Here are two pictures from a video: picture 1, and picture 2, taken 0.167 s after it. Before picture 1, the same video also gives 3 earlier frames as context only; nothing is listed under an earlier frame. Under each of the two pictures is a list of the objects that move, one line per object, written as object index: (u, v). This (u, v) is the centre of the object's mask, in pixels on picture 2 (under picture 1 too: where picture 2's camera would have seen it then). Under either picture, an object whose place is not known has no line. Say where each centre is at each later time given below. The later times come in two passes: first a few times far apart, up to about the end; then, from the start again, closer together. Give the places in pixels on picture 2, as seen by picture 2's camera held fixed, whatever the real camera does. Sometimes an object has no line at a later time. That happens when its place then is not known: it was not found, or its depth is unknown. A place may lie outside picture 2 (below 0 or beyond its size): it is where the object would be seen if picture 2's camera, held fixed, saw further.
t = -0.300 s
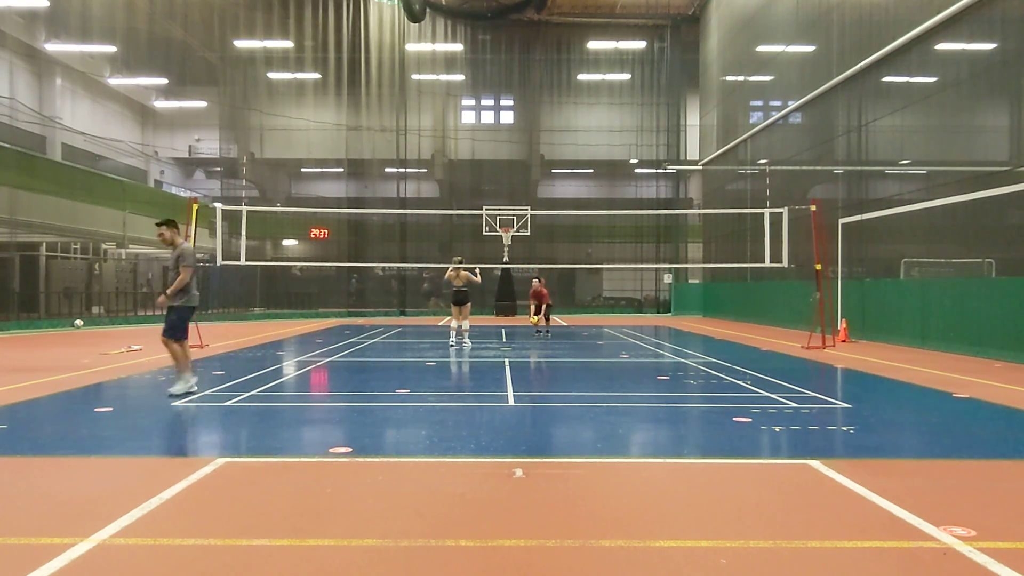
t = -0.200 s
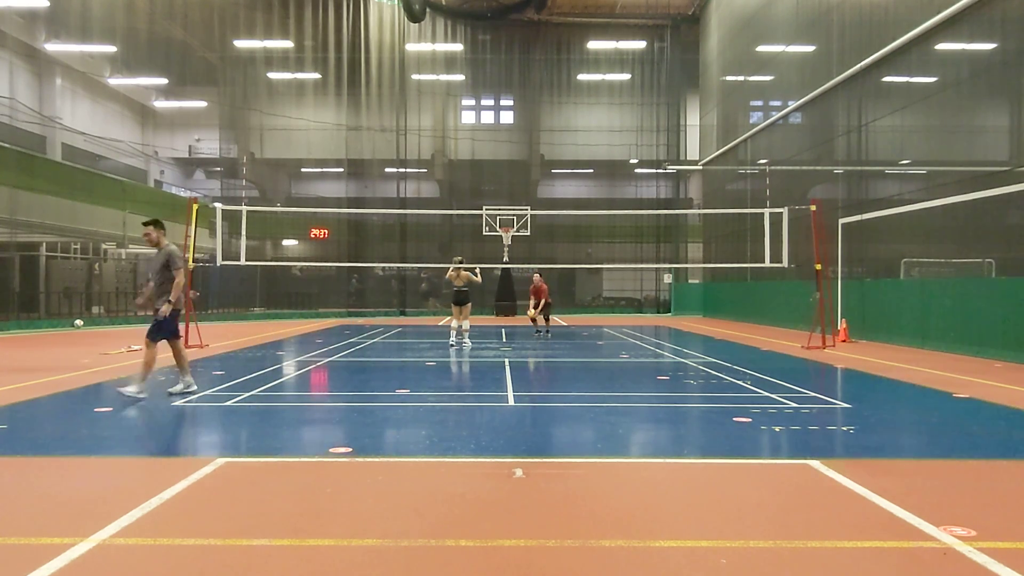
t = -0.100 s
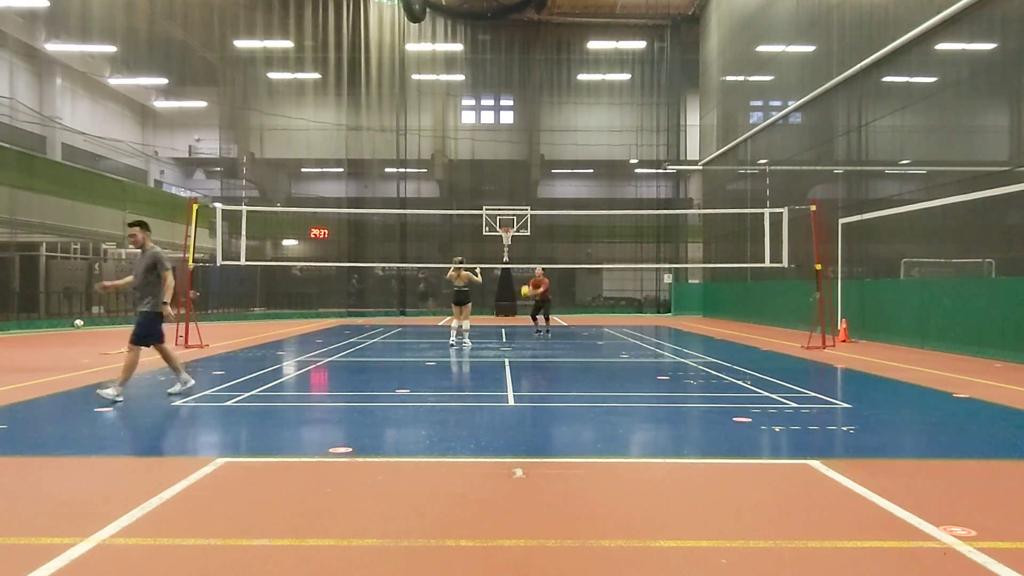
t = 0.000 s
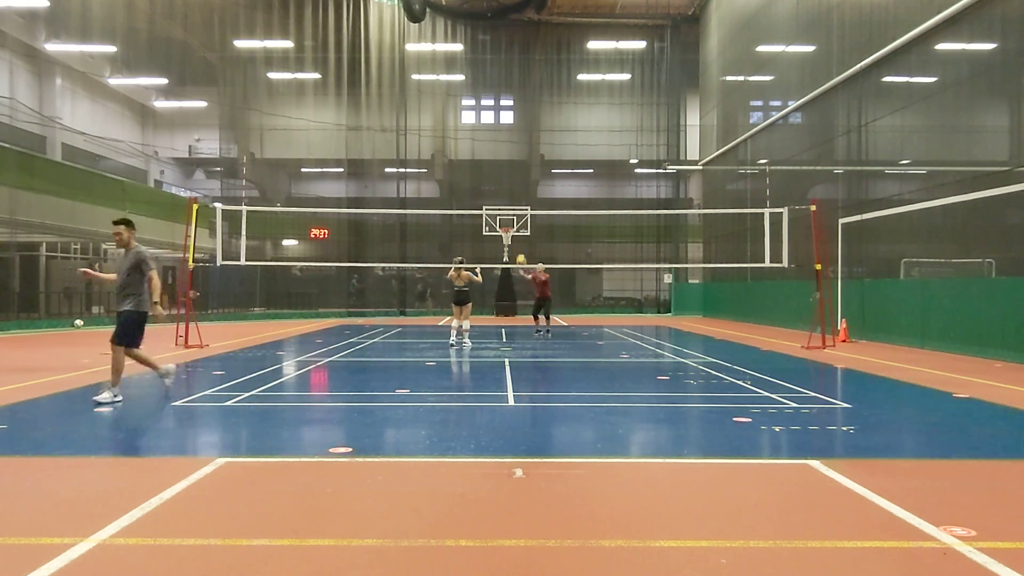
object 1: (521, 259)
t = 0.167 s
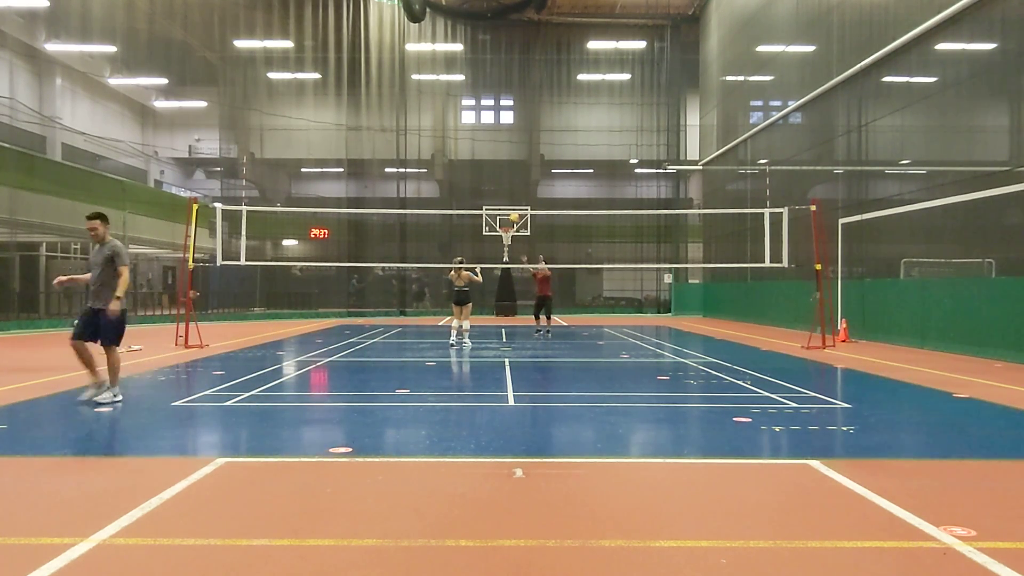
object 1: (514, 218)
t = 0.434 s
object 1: (504, 177)
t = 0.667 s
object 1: (495, 169)
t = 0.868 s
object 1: (487, 184)
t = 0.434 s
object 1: (504, 177)
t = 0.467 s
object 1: (503, 175)
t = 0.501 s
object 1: (502, 172)
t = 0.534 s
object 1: (500, 171)
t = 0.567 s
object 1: (499, 170)
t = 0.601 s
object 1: (498, 169)
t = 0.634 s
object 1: (496, 169)
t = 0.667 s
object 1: (495, 169)
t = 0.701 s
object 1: (493, 170)
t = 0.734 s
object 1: (492, 172)
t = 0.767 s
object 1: (491, 174)
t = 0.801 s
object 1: (489, 177)
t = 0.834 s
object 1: (488, 180)
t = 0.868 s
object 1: (487, 184)
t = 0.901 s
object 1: (485, 189)
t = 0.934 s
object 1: (484, 194)
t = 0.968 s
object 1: (482, 199)
